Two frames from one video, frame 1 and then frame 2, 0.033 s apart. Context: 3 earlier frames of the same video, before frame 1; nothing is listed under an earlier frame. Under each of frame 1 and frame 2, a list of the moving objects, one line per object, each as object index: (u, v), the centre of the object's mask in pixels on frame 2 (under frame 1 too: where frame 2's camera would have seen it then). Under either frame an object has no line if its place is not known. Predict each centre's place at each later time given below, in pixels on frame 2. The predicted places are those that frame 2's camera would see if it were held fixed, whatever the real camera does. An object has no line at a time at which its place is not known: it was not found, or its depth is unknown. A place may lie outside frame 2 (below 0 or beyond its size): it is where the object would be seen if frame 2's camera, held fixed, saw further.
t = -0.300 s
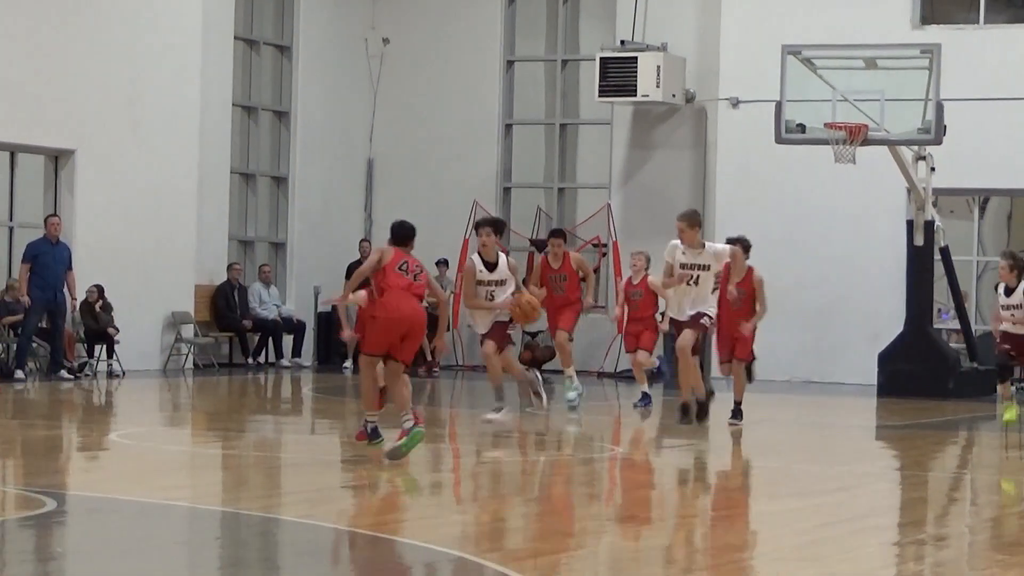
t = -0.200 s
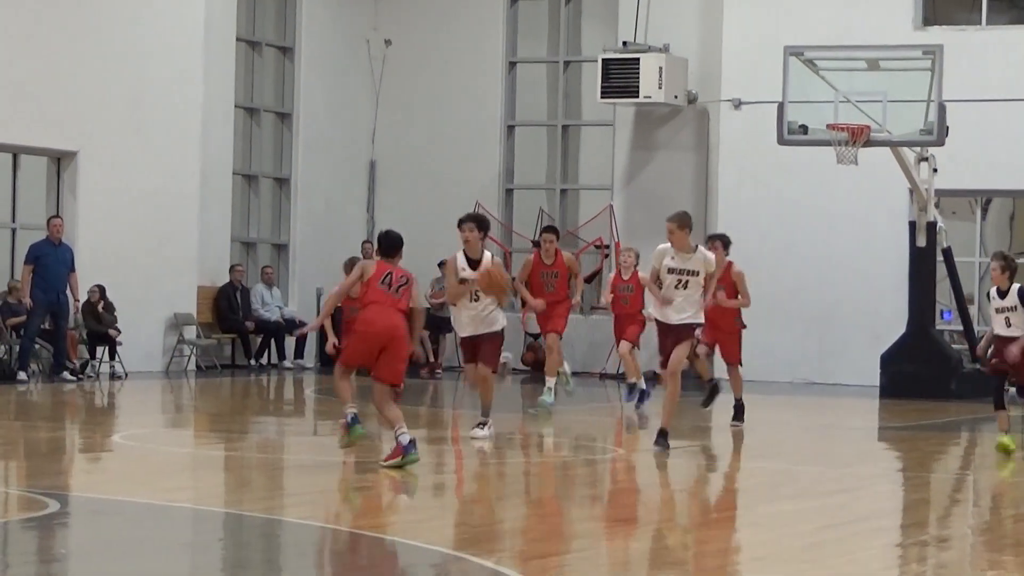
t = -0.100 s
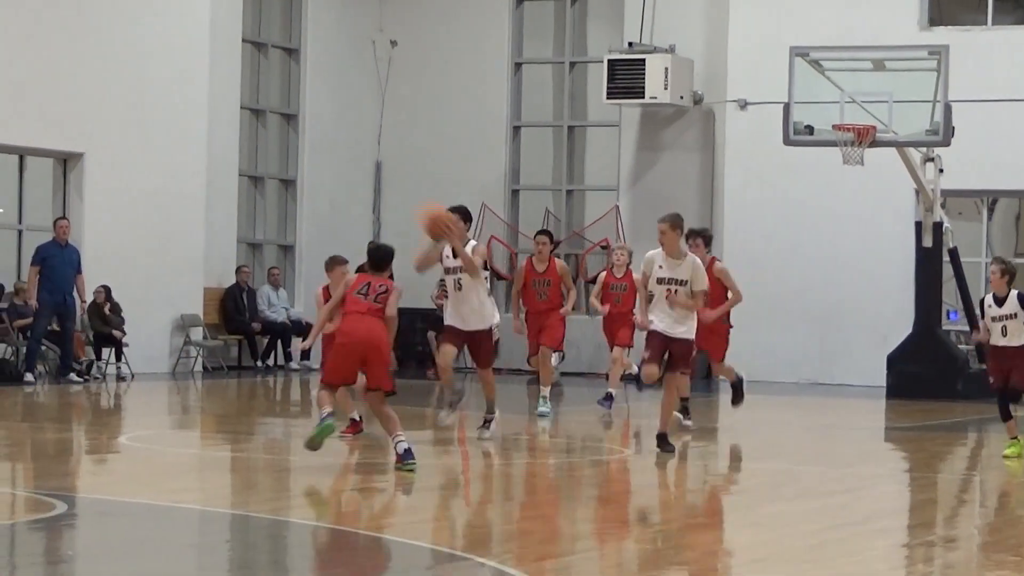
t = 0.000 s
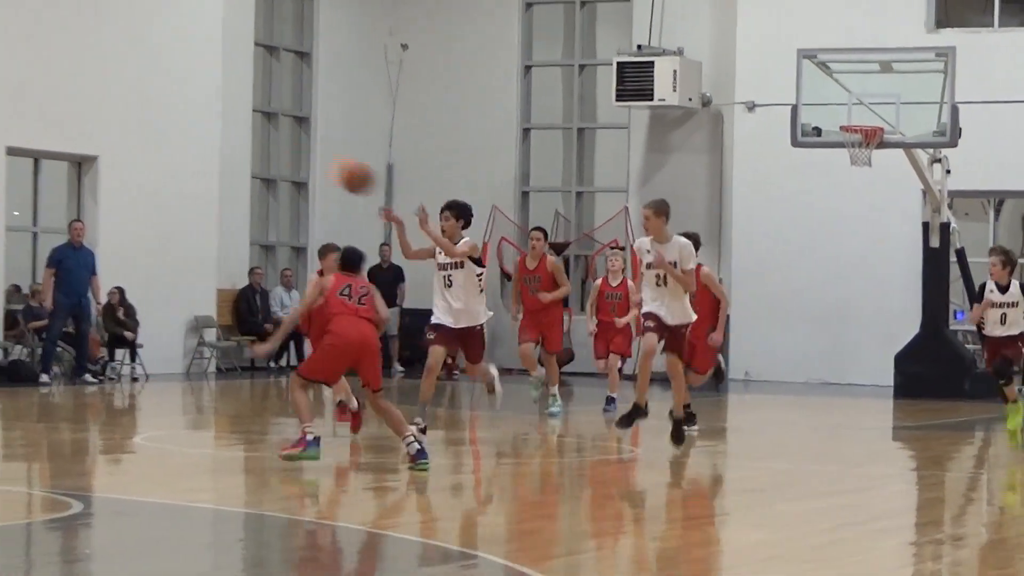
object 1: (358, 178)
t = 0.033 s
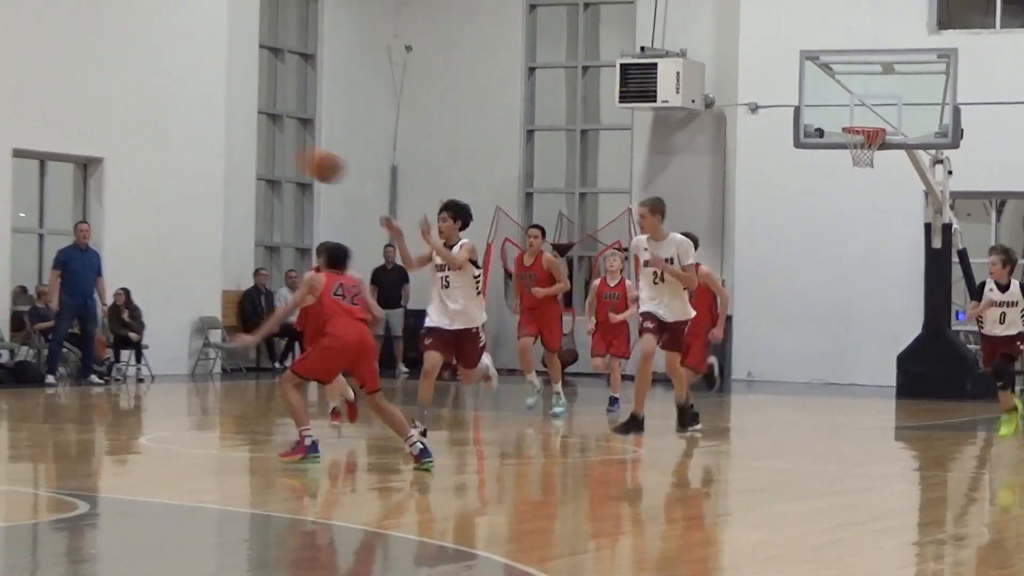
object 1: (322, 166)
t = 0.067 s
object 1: (286, 154)
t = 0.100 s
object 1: (248, 144)
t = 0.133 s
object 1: (210, 134)
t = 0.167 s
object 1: (168, 127)
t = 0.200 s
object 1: (128, 120)
